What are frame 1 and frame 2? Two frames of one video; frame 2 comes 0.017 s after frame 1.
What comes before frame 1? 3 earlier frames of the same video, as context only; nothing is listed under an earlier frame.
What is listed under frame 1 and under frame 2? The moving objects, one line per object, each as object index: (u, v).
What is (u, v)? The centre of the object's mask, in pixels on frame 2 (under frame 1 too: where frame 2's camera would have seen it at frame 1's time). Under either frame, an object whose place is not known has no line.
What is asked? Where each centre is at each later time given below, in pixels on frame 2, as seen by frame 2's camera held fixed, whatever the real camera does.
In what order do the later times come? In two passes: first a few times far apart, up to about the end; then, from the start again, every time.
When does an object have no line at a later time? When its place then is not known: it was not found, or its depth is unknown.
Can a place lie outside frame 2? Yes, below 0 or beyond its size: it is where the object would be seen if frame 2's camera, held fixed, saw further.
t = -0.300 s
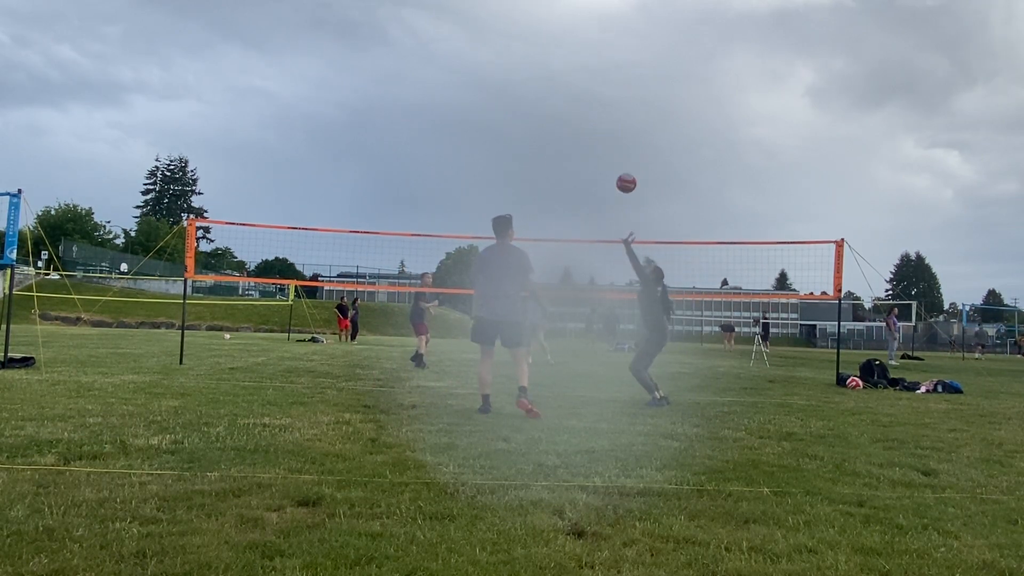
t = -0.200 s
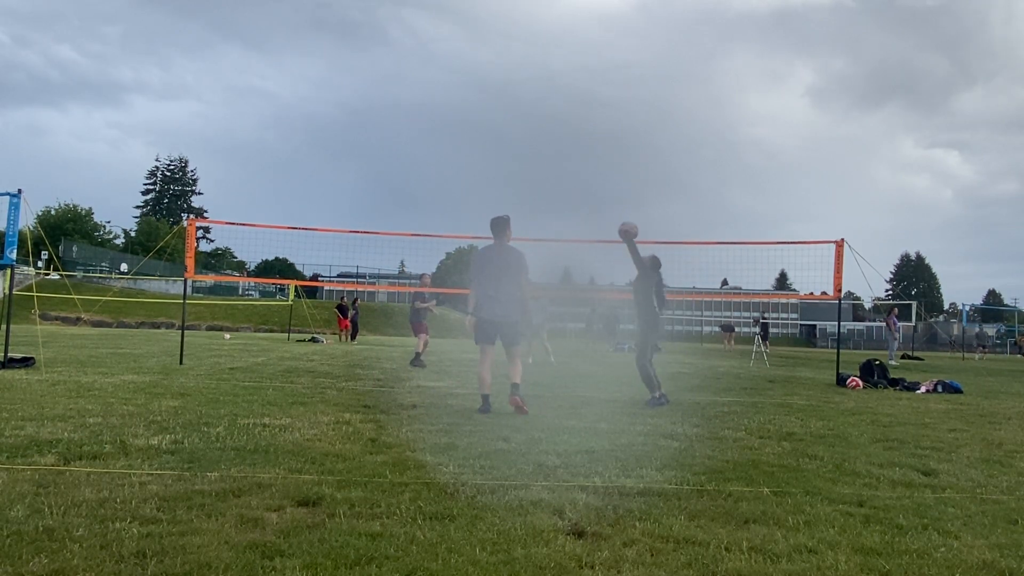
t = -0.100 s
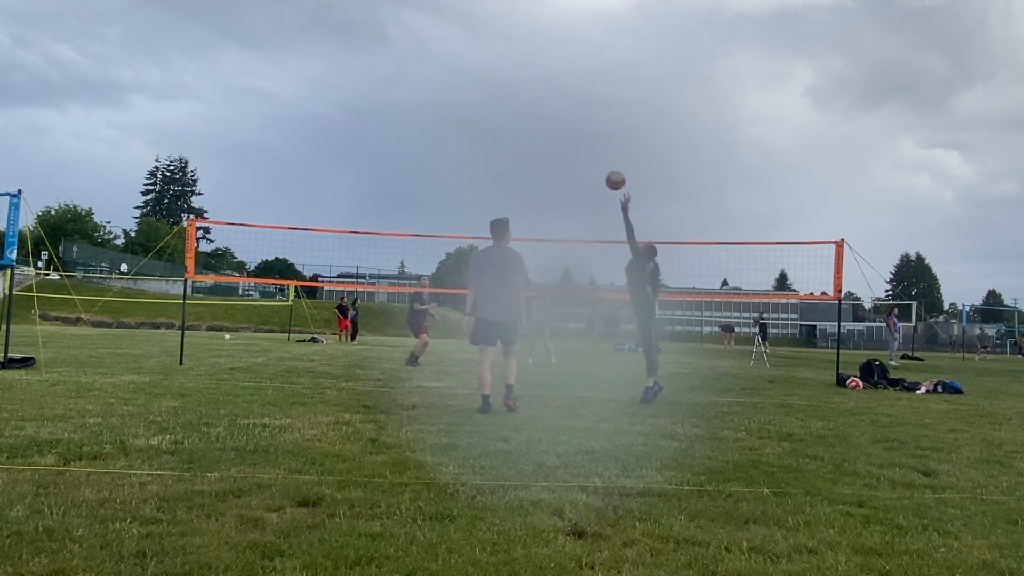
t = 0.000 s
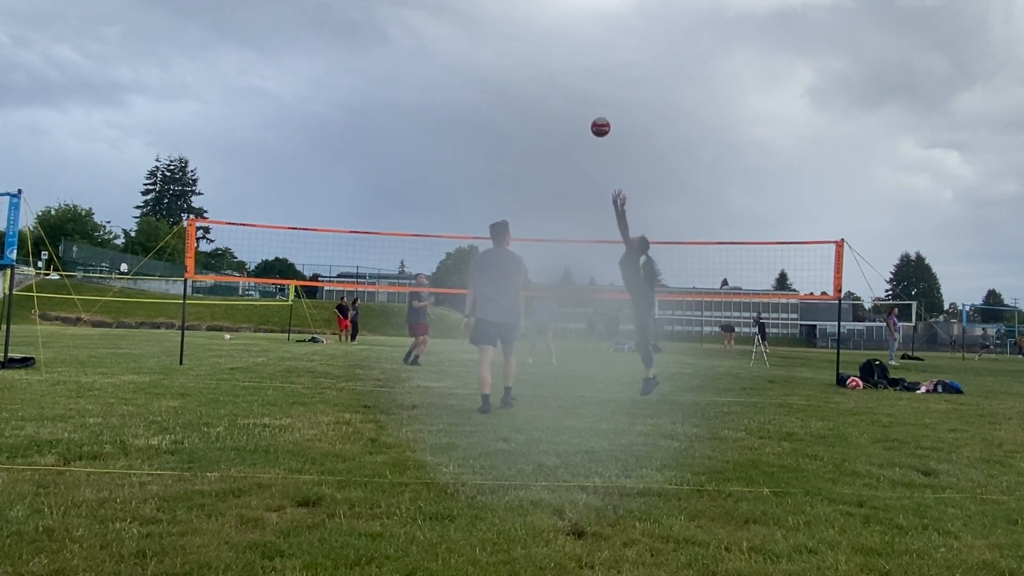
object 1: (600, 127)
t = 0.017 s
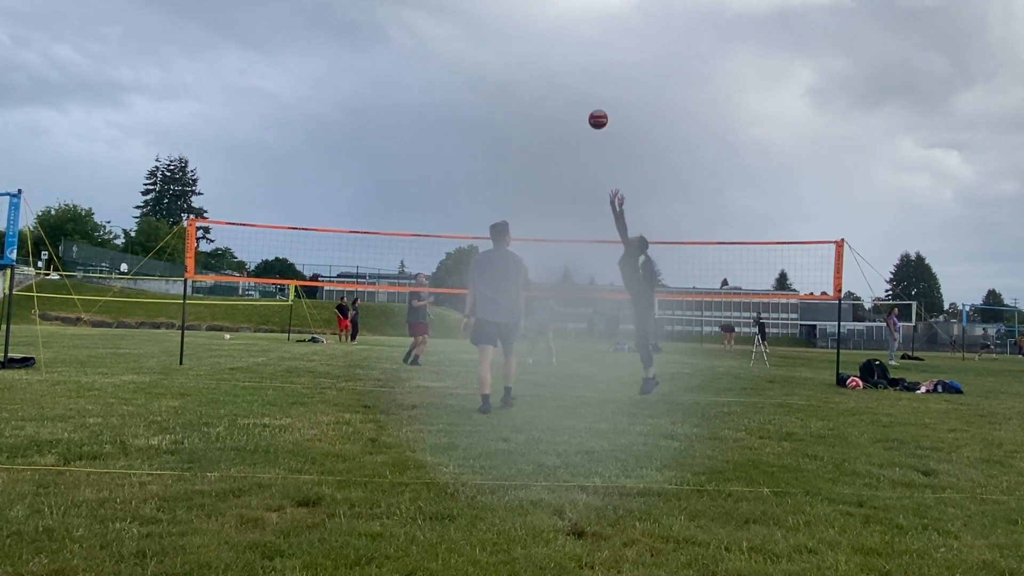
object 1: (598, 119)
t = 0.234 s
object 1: (569, 43)
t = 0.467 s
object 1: (537, 9)
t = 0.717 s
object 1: (503, 24)
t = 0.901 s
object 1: (476, 67)
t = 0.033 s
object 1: (596, 112)
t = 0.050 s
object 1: (593, 104)
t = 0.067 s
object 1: (591, 98)
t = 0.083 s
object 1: (589, 91)
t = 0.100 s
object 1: (587, 85)
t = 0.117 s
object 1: (584, 79)
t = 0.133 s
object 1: (582, 73)
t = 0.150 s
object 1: (580, 67)
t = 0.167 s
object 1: (578, 62)
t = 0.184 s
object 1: (575, 57)
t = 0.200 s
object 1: (573, 52)
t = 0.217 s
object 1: (571, 48)
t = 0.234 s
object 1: (569, 43)
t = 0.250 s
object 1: (567, 39)
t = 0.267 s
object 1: (564, 36)
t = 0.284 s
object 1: (562, 32)
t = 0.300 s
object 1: (560, 29)
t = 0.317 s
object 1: (558, 26)
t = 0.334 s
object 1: (555, 23)
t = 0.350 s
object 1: (553, 20)
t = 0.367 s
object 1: (551, 18)
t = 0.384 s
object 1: (549, 16)
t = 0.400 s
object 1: (546, 14)
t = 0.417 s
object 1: (544, 12)
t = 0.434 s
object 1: (542, 11)
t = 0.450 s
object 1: (540, 10)
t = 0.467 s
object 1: (537, 9)
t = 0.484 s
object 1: (535, 9)
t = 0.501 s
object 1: (533, 9)
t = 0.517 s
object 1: (530, 9)
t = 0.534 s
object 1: (528, 9)
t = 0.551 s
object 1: (526, 9)
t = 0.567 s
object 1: (523, 9)
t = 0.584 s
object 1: (521, 10)
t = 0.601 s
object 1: (519, 10)
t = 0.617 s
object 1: (516, 11)
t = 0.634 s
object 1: (514, 13)
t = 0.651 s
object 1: (512, 15)
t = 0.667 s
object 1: (510, 17)
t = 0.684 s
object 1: (507, 19)
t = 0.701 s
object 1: (505, 21)
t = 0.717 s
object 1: (503, 24)
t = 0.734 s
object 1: (500, 27)
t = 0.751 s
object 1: (498, 30)
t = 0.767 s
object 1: (496, 33)
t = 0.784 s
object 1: (493, 36)
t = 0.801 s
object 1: (491, 40)
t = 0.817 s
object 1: (488, 44)
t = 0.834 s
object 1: (486, 48)
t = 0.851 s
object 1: (484, 53)
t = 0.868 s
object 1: (481, 57)
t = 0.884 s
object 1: (479, 62)
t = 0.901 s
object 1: (476, 67)
